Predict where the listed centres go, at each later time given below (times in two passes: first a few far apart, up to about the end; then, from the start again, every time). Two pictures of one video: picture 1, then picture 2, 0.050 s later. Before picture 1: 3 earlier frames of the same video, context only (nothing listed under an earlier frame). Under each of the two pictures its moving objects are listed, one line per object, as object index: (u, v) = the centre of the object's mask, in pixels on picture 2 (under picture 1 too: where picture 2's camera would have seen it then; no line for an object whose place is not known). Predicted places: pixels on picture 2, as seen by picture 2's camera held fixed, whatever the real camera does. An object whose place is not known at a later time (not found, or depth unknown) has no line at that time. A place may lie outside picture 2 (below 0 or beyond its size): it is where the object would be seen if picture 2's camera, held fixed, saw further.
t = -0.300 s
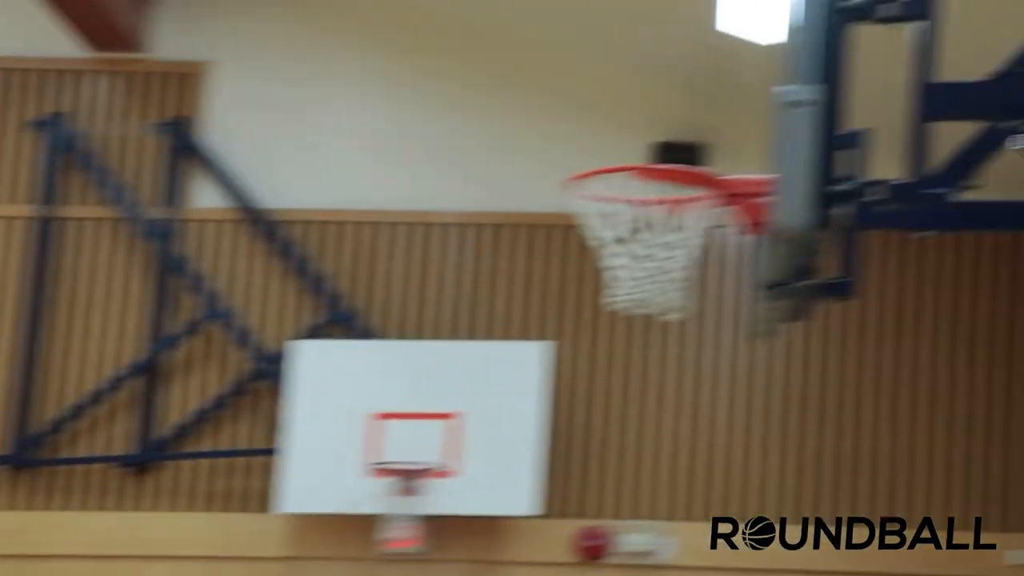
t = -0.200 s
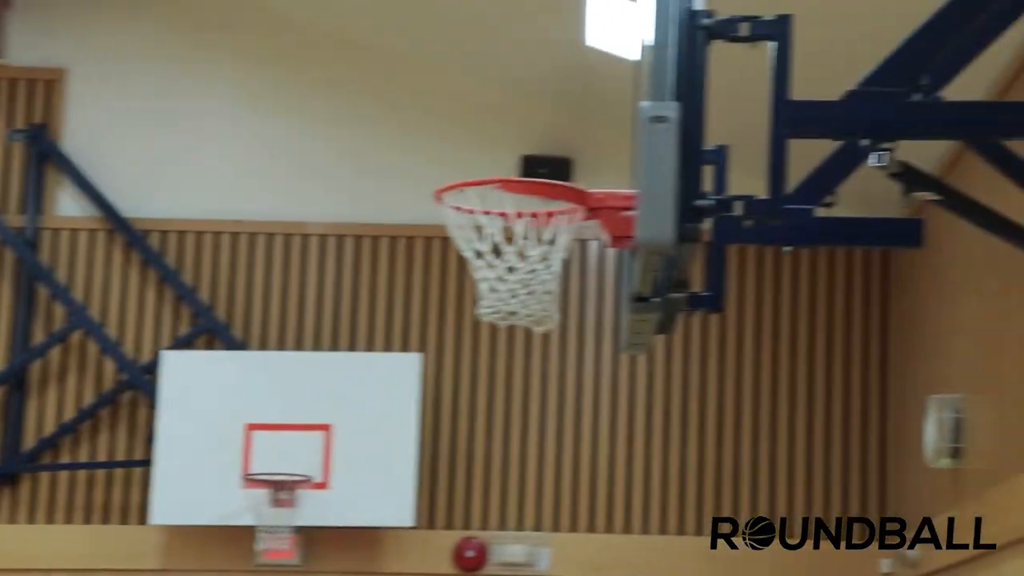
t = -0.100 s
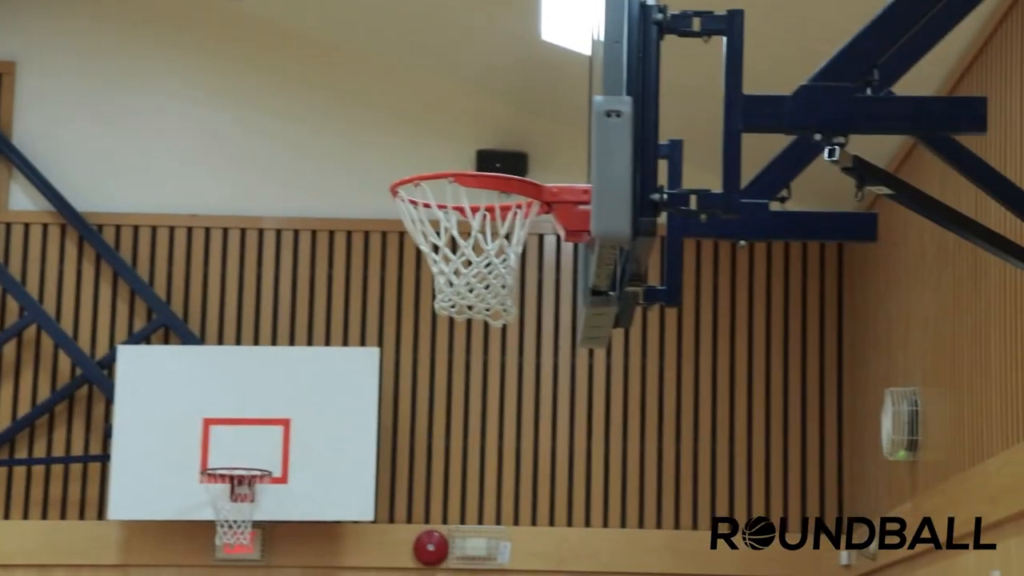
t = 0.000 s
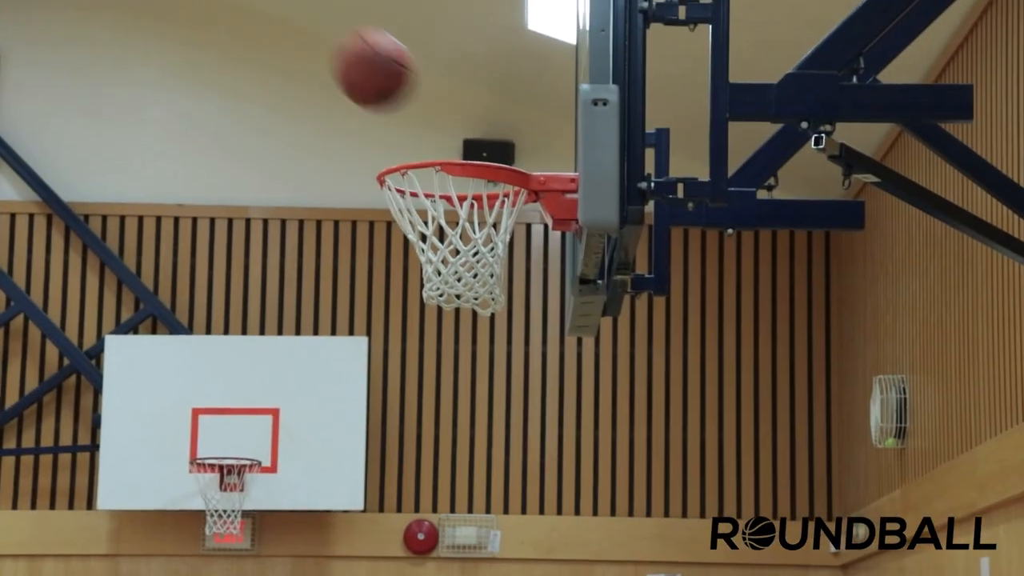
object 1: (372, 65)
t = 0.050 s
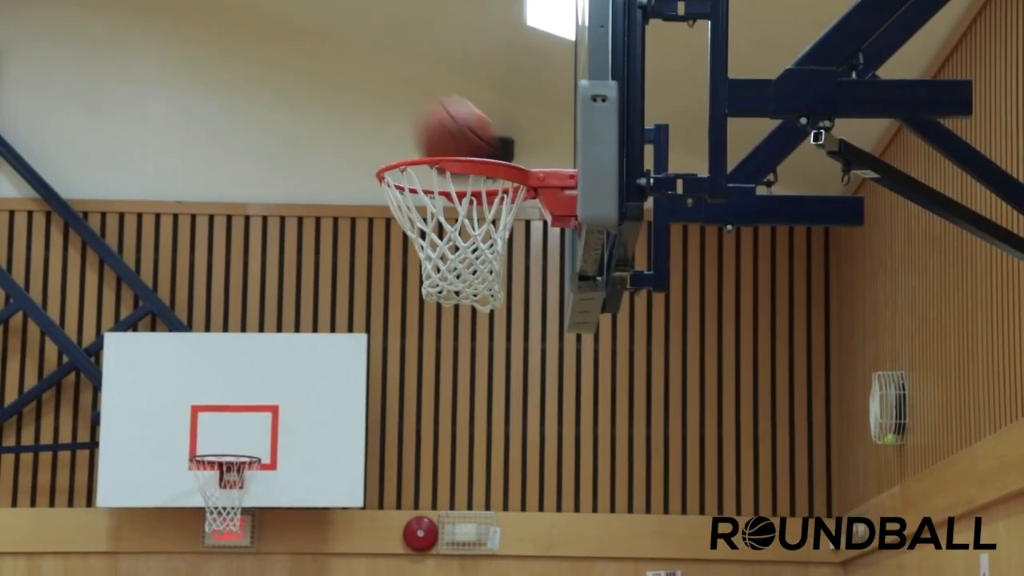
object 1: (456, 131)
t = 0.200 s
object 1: (413, 226)
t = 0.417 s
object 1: (445, 266)
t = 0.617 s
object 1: (482, 276)
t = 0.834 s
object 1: (447, 310)
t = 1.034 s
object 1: (438, 376)
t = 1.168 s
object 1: (430, 502)
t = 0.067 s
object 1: (478, 170)
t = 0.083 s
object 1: (484, 182)
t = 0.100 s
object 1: (464, 197)
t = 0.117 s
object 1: (442, 200)
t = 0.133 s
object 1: (424, 202)
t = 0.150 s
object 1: (420, 206)
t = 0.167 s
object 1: (415, 216)
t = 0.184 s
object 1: (413, 225)
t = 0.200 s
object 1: (413, 226)
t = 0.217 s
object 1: (411, 227)
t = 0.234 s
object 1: (412, 229)
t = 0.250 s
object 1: (412, 232)
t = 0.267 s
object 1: (413, 234)
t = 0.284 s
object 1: (415, 237)
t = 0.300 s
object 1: (415, 241)
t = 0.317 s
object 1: (417, 244)
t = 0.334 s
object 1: (421, 249)
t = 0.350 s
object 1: (424, 253)
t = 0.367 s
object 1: (428, 257)
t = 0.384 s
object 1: (436, 261)
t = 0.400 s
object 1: (442, 264)
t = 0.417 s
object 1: (445, 266)
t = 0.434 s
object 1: (451, 268)
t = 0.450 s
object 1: (457, 268)
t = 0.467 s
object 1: (465, 269)
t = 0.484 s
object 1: (469, 270)
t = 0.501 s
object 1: (473, 271)
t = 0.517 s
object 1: (475, 272)
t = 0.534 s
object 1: (478, 272)
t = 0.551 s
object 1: (481, 273)
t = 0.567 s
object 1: (482, 274)
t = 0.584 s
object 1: (482, 275)
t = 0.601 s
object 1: (483, 276)
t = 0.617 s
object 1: (482, 276)
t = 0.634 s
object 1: (477, 279)
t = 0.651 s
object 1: (478, 278)
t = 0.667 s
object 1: (476, 290)
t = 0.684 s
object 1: (472, 282)
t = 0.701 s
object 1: (472, 289)
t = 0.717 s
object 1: (469, 292)
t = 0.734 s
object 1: (465, 294)
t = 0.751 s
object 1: (461, 297)
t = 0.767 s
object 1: (457, 299)
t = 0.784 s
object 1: (454, 307)
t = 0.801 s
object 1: (451, 308)
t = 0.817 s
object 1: (449, 309)
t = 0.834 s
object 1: (447, 310)
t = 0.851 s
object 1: (446, 311)
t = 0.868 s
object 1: (445, 313)
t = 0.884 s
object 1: (445, 315)
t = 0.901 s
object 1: (444, 317)
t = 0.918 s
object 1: (444, 320)
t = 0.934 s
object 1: (443, 323)
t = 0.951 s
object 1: (443, 328)
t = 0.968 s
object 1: (442, 336)
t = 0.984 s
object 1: (441, 345)
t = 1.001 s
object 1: (440, 354)
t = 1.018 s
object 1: (439, 365)
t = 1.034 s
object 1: (438, 376)
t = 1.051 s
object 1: (438, 388)
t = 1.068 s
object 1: (437, 402)
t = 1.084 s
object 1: (436, 417)
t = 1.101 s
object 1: (435, 431)
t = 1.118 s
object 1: (433, 448)
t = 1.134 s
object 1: (432, 464)
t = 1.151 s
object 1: (432, 482)
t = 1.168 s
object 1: (430, 502)
